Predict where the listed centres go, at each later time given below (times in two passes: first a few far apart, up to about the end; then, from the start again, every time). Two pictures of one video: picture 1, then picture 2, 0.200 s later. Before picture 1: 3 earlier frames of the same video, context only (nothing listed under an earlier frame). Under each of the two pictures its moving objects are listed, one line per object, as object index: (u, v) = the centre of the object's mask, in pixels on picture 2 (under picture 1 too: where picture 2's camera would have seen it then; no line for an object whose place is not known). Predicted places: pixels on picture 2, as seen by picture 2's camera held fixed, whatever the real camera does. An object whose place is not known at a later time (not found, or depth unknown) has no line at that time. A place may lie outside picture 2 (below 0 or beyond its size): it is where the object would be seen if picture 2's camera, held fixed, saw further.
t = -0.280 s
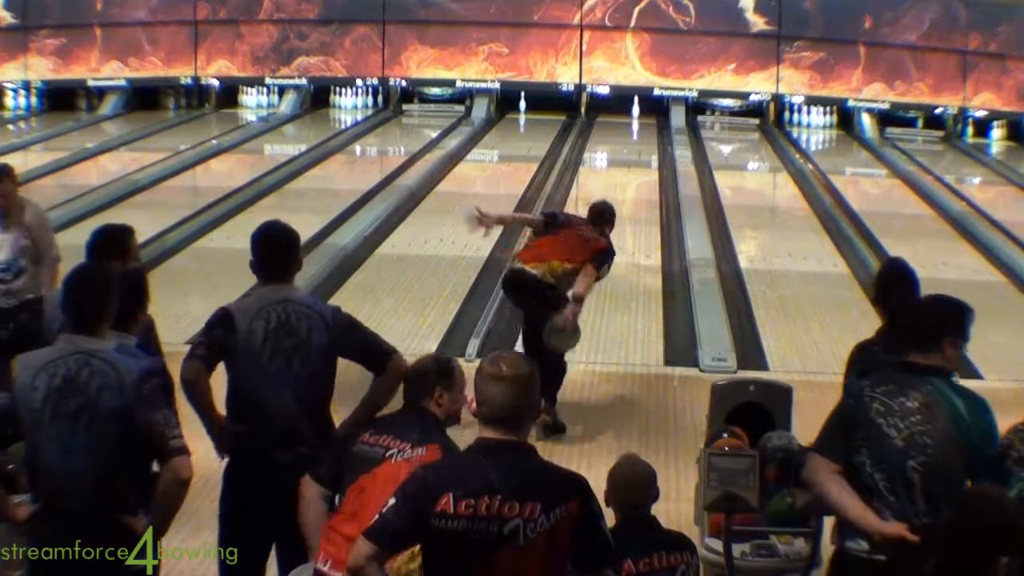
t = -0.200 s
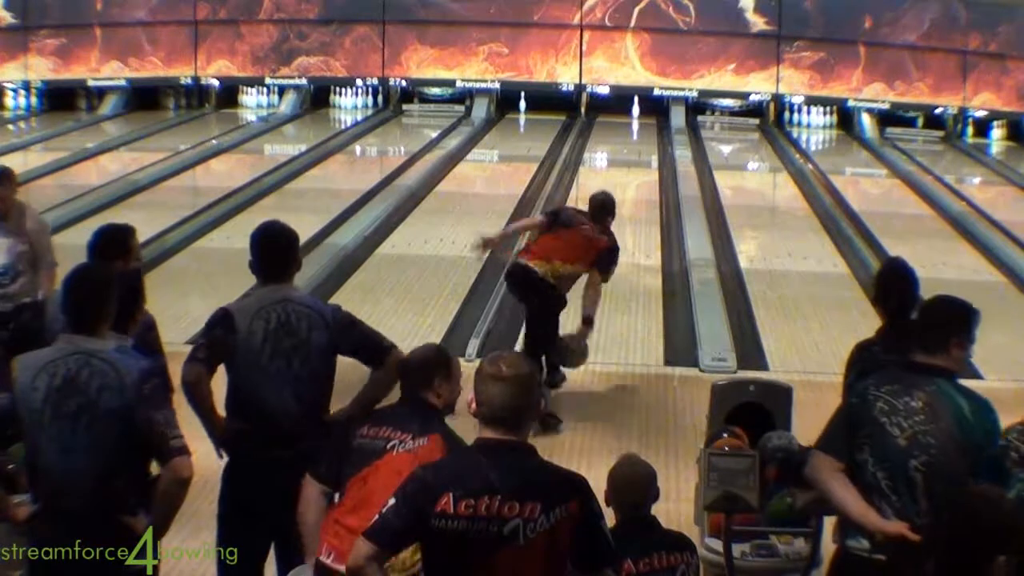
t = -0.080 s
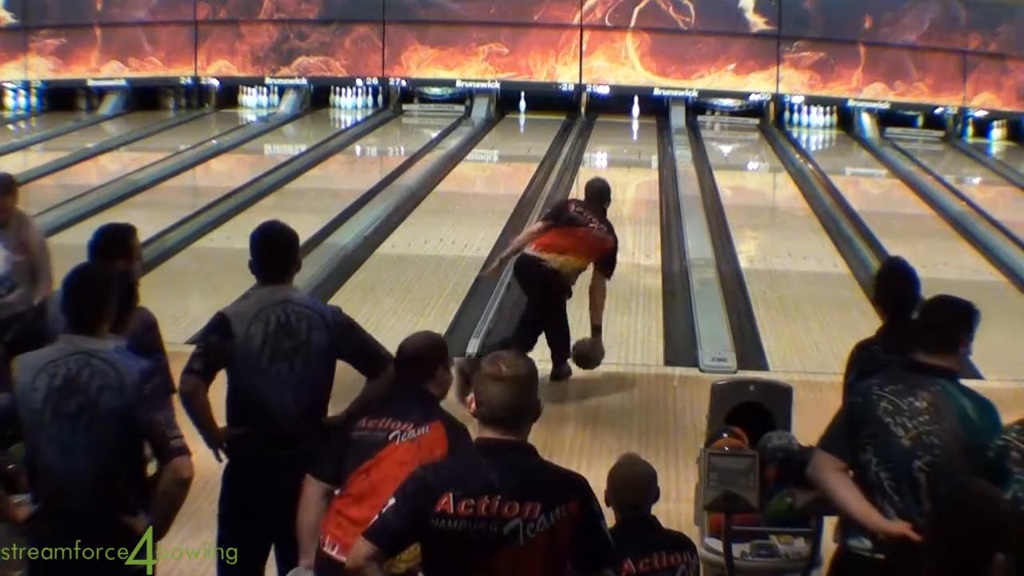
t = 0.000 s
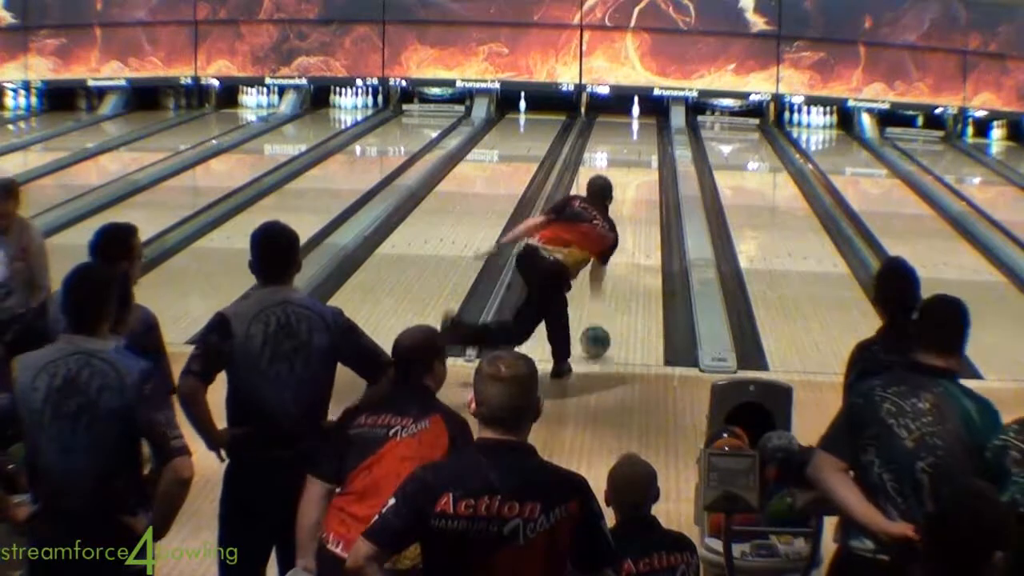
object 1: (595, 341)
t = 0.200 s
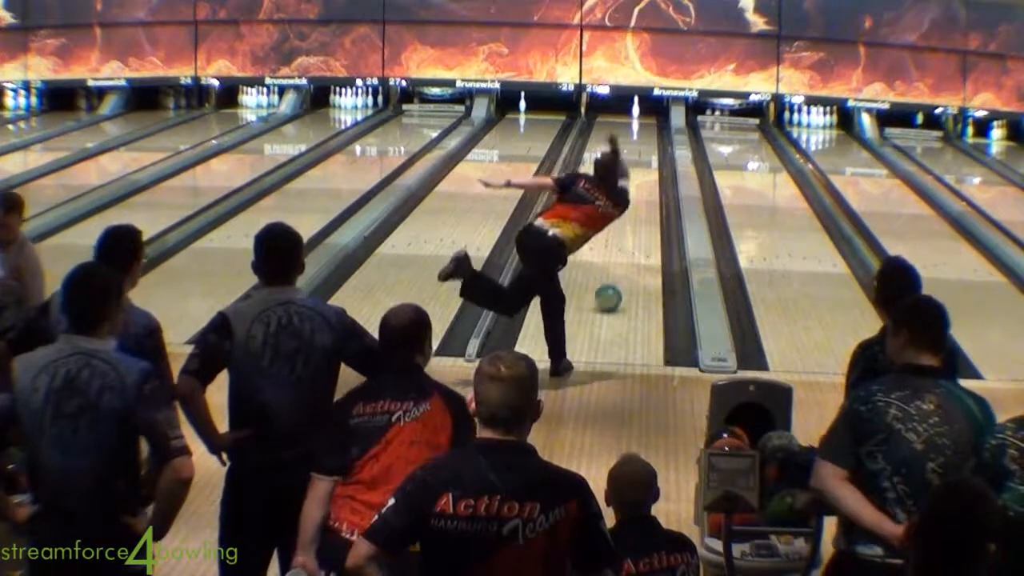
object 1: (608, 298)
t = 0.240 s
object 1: (610, 291)
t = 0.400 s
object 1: (618, 262)
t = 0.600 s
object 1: (626, 234)
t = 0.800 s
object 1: (631, 210)
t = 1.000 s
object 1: (636, 190)
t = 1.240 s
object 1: (640, 171)
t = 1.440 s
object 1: (643, 158)
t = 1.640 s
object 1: (644, 147)
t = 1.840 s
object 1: (645, 135)
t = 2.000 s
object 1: (643, 128)
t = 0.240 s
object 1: (610, 291)
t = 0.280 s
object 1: (612, 283)
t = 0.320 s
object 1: (614, 276)
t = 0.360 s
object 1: (616, 269)
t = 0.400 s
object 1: (618, 262)
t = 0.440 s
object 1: (620, 256)
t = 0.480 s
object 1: (621, 250)
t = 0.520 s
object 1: (622, 244)
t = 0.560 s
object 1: (624, 239)
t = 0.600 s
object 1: (626, 234)
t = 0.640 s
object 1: (630, 228)
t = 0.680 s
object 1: (630, 224)
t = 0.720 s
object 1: (630, 219)
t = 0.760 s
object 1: (630, 215)
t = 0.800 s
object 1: (631, 210)
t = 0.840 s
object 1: (632, 206)
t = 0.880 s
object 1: (633, 202)
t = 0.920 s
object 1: (634, 198)
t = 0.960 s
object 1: (635, 195)
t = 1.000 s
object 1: (636, 190)
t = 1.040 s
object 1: (637, 187)
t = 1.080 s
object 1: (637, 184)
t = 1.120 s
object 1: (638, 180)
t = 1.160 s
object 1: (639, 177)
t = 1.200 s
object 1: (640, 174)
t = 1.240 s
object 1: (640, 171)
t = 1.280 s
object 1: (641, 169)
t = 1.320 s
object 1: (643, 166)
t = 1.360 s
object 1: (643, 163)
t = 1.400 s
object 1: (645, 161)
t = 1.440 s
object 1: (643, 158)
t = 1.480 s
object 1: (644, 156)
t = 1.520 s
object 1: (644, 153)
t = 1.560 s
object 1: (645, 151)
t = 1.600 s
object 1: (645, 149)
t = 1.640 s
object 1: (644, 147)
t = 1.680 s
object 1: (644, 144)
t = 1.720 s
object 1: (645, 142)
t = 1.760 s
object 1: (645, 139)
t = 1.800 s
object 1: (644, 137)
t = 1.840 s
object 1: (645, 135)
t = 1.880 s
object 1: (644, 134)
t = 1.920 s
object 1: (645, 133)
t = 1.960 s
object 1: (643, 130)
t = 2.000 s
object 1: (643, 128)
